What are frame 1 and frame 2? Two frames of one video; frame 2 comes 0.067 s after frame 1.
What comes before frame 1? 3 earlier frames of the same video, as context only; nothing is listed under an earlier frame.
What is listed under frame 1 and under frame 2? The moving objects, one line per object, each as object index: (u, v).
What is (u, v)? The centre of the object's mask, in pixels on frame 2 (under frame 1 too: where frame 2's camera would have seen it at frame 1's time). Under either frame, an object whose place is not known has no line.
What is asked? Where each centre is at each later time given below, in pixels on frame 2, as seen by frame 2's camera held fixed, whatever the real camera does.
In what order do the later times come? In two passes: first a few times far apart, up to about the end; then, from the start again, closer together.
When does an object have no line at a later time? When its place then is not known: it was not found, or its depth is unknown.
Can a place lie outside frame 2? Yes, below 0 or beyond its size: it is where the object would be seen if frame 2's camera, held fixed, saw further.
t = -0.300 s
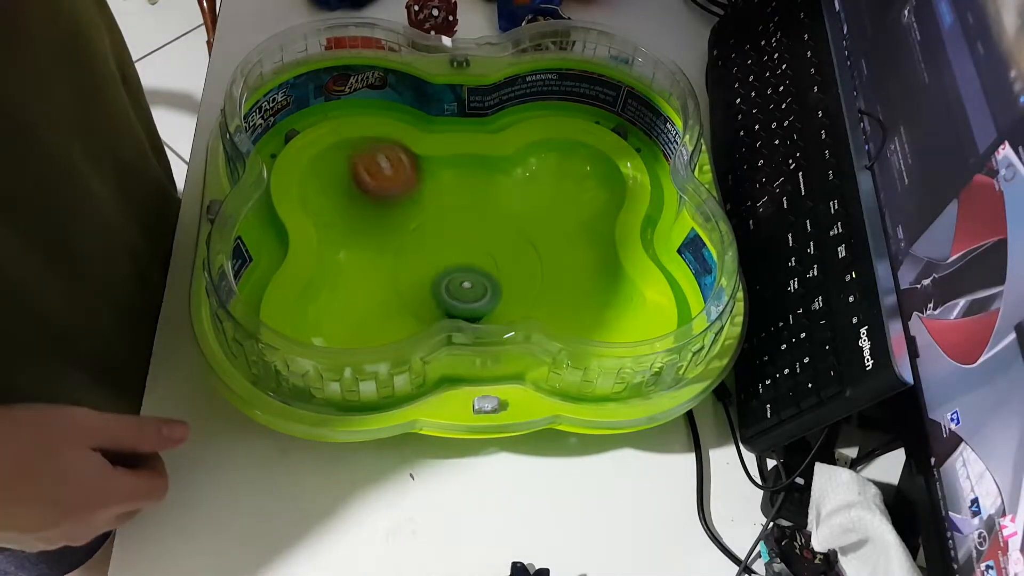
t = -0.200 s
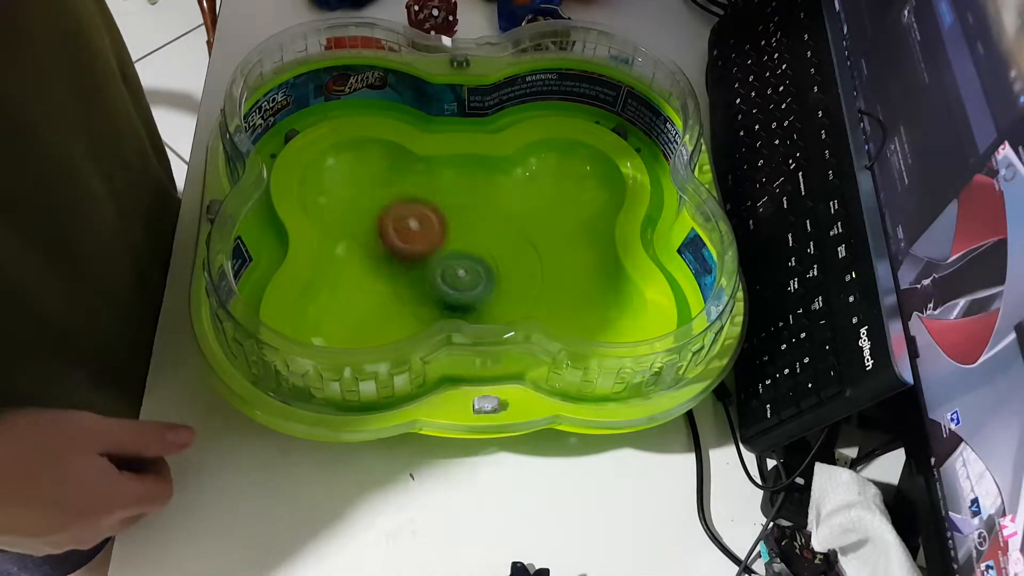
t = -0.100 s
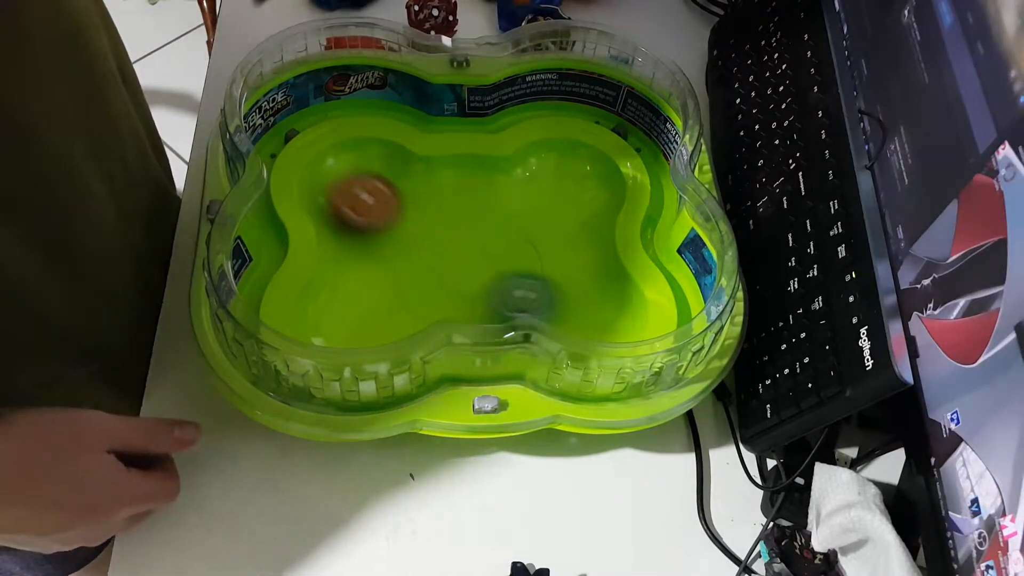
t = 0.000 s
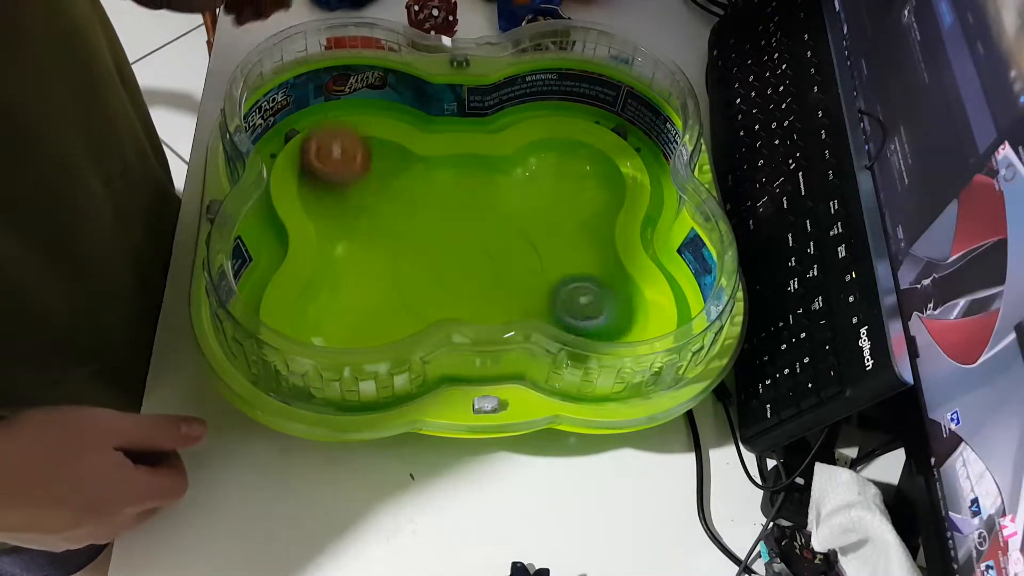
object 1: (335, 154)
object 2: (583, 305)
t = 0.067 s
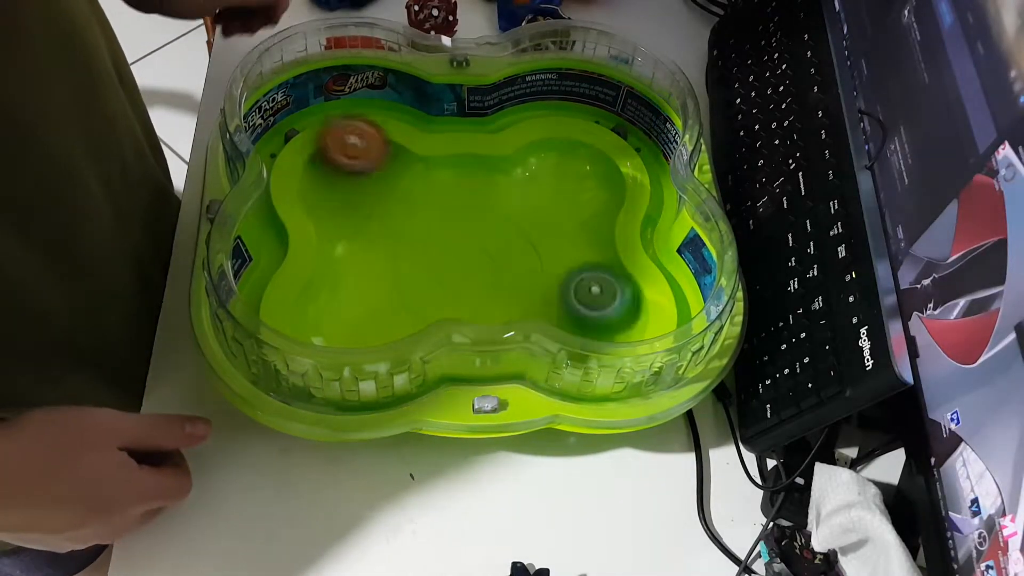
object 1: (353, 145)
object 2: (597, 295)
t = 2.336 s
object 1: (522, 196)
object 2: (456, 259)
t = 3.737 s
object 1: (578, 162)
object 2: (531, 259)
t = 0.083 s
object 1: (361, 148)
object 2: (595, 292)
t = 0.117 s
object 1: (378, 163)
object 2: (585, 284)
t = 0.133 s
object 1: (386, 172)
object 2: (579, 281)
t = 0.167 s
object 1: (402, 196)
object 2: (563, 275)
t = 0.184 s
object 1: (410, 209)
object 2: (553, 272)
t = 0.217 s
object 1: (424, 232)
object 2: (536, 265)
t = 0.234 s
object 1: (429, 242)
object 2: (527, 262)
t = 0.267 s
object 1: (437, 259)
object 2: (513, 260)
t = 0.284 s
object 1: (436, 266)
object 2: (512, 259)
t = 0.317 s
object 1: (426, 279)
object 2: (516, 256)
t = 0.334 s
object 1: (419, 290)
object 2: (518, 256)
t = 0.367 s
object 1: (408, 302)
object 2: (522, 253)
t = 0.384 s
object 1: (401, 308)
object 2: (522, 251)
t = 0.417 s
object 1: (386, 320)
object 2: (525, 248)
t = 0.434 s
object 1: (376, 327)
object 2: (526, 247)
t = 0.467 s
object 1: (355, 333)
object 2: (527, 243)
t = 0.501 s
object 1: (336, 331)
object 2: (529, 238)
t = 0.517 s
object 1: (327, 325)
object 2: (529, 236)
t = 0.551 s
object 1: (317, 319)
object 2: (530, 232)
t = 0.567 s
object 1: (316, 315)
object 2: (530, 229)
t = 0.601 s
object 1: (320, 308)
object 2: (532, 225)
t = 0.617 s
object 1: (328, 300)
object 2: (531, 223)
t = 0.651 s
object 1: (349, 287)
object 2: (526, 218)
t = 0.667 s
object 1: (364, 282)
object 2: (522, 216)
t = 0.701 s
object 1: (393, 273)
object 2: (514, 215)
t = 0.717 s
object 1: (409, 270)
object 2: (509, 216)
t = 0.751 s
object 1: (435, 266)
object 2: (496, 218)
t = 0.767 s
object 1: (445, 266)
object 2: (491, 218)
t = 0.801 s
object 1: (454, 274)
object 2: (489, 211)
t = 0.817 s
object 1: (457, 280)
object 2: (489, 209)
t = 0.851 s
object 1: (460, 289)
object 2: (486, 206)
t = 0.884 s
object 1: (459, 295)
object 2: (481, 204)
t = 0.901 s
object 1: (457, 297)
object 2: (477, 204)
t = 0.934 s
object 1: (451, 301)
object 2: (468, 204)
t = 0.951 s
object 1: (447, 302)
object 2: (465, 203)
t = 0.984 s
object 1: (436, 303)
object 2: (458, 206)
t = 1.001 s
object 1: (430, 304)
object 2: (454, 209)
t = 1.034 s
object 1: (417, 306)
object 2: (449, 213)
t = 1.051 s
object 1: (411, 306)
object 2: (448, 215)
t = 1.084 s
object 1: (396, 307)
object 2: (447, 222)
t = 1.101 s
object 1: (390, 307)
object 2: (446, 227)
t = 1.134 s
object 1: (382, 304)
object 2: (448, 237)
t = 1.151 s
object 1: (379, 303)
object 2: (451, 241)
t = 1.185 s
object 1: (379, 299)
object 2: (457, 251)
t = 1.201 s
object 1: (381, 296)
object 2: (461, 257)
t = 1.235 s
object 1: (388, 291)
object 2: (471, 265)
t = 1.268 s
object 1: (399, 284)
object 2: (482, 271)
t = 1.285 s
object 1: (405, 281)
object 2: (488, 274)
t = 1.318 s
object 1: (416, 274)
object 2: (502, 278)
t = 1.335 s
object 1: (423, 270)
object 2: (507, 280)
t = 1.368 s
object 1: (437, 262)
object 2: (520, 283)
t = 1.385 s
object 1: (444, 258)
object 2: (527, 285)
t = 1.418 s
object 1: (458, 250)
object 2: (538, 287)
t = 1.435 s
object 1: (466, 246)
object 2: (544, 288)
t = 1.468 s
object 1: (480, 241)
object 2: (552, 289)
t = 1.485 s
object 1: (488, 239)
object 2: (555, 289)
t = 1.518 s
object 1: (503, 237)
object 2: (559, 288)
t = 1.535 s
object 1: (509, 237)
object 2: (559, 288)
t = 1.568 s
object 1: (519, 236)
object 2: (559, 287)
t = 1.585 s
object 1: (521, 233)
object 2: (560, 288)
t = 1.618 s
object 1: (523, 229)
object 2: (562, 293)
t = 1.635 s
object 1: (524, 227)
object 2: (563, 294)
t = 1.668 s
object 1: (527, 223)
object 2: (564, 298)
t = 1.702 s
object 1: (529, 217)
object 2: (567, 302)
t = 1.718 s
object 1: (530, 214)
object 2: (569, 304)
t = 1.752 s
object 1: (534, 208)
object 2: (574, 309)
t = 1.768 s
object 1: (537, 205)
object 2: (577, 310)
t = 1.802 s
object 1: (543, 198)
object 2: (583, 315)
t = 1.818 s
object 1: (547, 195)
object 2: (586, 316)
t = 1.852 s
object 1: (555, 188)
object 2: (594, 316)
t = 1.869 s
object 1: (558, 184)
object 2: (598, 315)
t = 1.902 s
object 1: (566, 178)
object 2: (598, 311)
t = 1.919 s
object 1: (568, 175)
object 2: (600, 309)
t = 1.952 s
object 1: (575, 173)
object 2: (589, 300)
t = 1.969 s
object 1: (578, 174)
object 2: (579, 297)
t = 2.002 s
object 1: (582, 180)
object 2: (567, 293)
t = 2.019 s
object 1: (584, 185)
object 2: (560, 291)
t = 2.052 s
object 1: (575, 194)
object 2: (547, 287)
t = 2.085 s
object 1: (564, 201)
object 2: (534, 285)
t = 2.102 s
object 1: (557, 204)
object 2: (529, 284)
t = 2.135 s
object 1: (544, 207)
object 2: (521, 283)
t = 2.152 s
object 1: (538, 208)
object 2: (516, 282)
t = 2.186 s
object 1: (529, 207)
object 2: (506, 280)
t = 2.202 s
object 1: (525, 207)
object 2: (501, 278)
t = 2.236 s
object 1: (519, 204)
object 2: (490, 274)
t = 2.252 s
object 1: (518, 203)
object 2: (484, 272)
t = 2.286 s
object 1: (518, 201)
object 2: (473, 267)
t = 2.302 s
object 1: (519, 199)
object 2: (467, 265)
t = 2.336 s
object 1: (522, 196)
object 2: (456, 259)
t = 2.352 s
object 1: (523, 195)
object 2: (449, 257)
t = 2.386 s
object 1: (529, 193)
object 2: (436, 252)
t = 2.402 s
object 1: (532, 192)
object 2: (431, 251)
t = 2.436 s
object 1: (538, 191)
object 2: (419, 249)
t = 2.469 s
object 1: (541, 192)
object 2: (409, 247)
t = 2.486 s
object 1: (542, 193)
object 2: (404, 247)
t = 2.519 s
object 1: (544, 197)
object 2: (395, 246)
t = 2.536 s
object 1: (543, 200)
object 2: (392, 245)
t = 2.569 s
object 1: (541, 206)
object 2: (387, 246)
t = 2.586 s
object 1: (540, 211)
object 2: (385, 246)
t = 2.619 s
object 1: (534, 221)
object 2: (381, 247)
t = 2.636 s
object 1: (530, 225)
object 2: (380, 248)
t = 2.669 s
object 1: (520, 235)
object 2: (379, 250)
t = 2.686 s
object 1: (512, 242)
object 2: (379, 251)
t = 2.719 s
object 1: (498, 256)
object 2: (380, 253)
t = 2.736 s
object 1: (491, 263)
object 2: (381, 254)
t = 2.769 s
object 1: (478, 273)
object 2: (385, 257)
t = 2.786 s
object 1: (470, 276)
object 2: (388, 258)
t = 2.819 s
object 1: (462, 281)
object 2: (385, 258)
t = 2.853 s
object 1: (460, 287)
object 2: (375, 257)
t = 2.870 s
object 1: (458, 288)
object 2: (373, 257)
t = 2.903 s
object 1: (451, 291)
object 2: (370, 258)
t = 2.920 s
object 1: (446, 292)
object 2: (369, 260)
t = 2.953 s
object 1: (436, 295)
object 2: (364, 262)
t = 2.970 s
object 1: (438, 298)
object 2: (355, 260)
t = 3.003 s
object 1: (441, 302)
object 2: (349, 257)
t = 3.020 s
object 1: (442, 303)
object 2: (348, 257)
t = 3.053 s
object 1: (441, 304)
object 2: (349, 262)
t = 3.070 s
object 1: (440, 305)
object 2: (351, 266)
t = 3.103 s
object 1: (435, 305)
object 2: (361, 277)
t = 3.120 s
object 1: (434, 305)
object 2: (363, 280)
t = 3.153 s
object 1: (446, 305)
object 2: (359, 275)
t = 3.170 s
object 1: (453, 306)
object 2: (356, 274)
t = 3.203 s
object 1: (466, 306)
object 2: (356, 276)
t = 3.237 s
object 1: (476, 305)
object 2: (363, 279)
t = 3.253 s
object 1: (479, 302)
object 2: (366, 280)
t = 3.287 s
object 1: (486, 298)
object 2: (374, 284)
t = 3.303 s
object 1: (490, 293)
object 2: (378, 285)
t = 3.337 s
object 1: (499, 283)
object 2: (391, 285)
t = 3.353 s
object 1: (506, 278)
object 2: (395, 286)
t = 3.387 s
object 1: (518, 267)
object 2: (412, 284)
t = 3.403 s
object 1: (524, 262)
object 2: (419, 283)
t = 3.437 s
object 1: (539, 251)
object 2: (441, 280)
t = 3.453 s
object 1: (544, 246)
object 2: (450, 278)
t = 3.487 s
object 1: (555, 237)
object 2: (472, 273)
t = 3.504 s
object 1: (560, 233)
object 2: (482, 271)
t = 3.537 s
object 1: (569, 225)
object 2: (507, 262)
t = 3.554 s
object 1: (573, 221)
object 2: (514, 260)
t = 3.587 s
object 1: (582, 211)
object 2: (521, 254)
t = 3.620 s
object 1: (593, 195)
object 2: (526, 257)
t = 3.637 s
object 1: (595, 190)
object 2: (528, 259)
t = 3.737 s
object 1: (578, 162)
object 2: (531, 259)
